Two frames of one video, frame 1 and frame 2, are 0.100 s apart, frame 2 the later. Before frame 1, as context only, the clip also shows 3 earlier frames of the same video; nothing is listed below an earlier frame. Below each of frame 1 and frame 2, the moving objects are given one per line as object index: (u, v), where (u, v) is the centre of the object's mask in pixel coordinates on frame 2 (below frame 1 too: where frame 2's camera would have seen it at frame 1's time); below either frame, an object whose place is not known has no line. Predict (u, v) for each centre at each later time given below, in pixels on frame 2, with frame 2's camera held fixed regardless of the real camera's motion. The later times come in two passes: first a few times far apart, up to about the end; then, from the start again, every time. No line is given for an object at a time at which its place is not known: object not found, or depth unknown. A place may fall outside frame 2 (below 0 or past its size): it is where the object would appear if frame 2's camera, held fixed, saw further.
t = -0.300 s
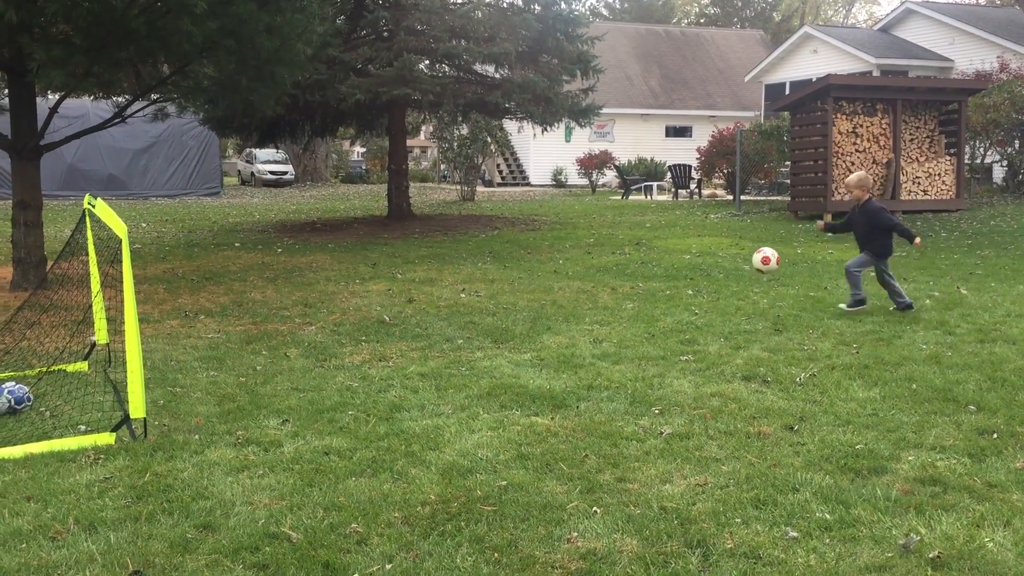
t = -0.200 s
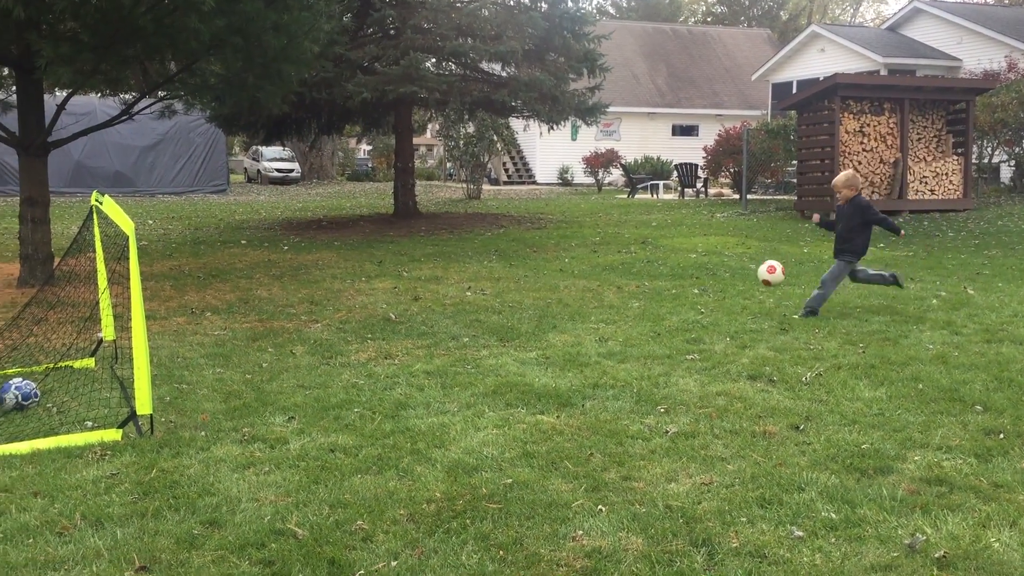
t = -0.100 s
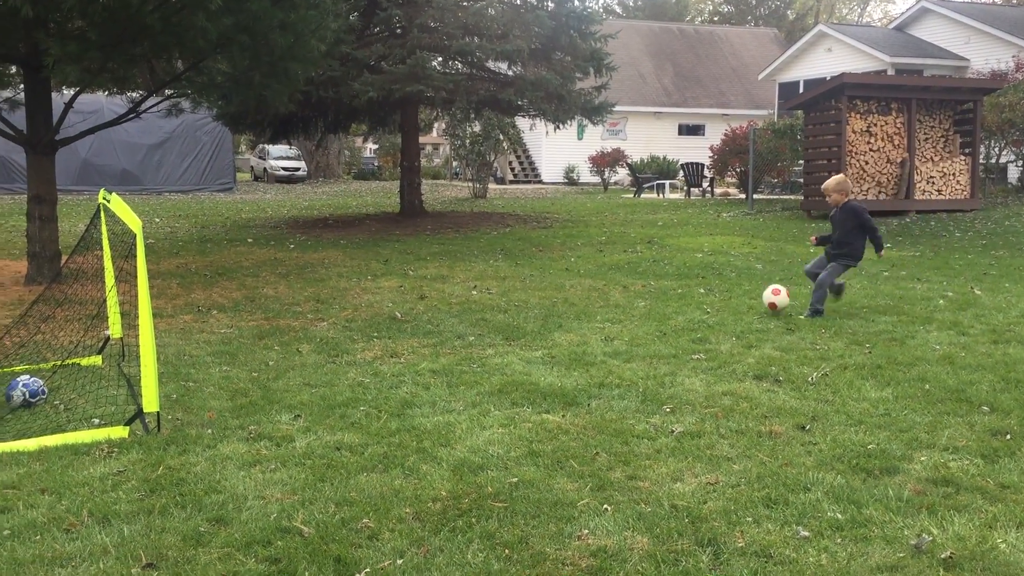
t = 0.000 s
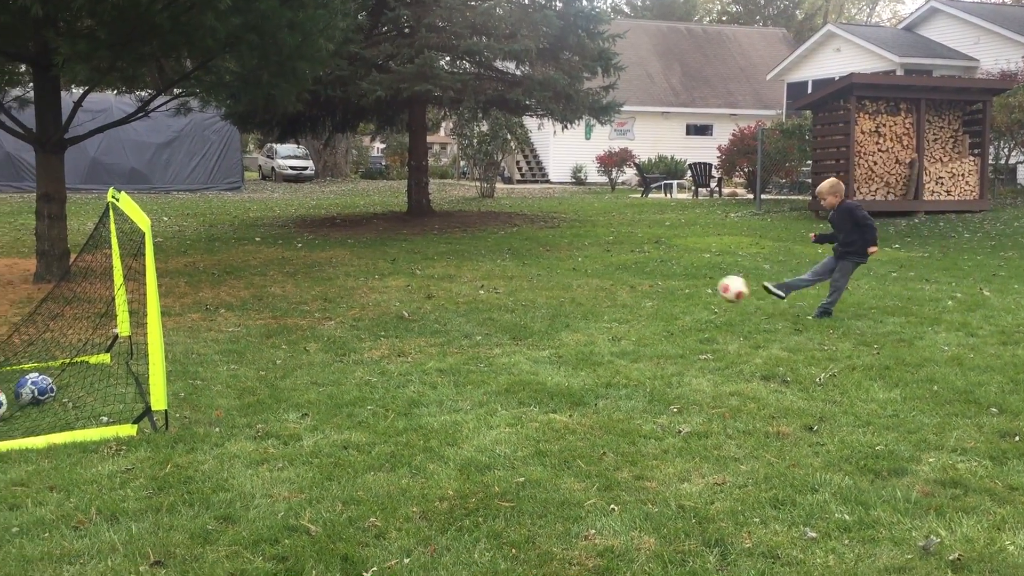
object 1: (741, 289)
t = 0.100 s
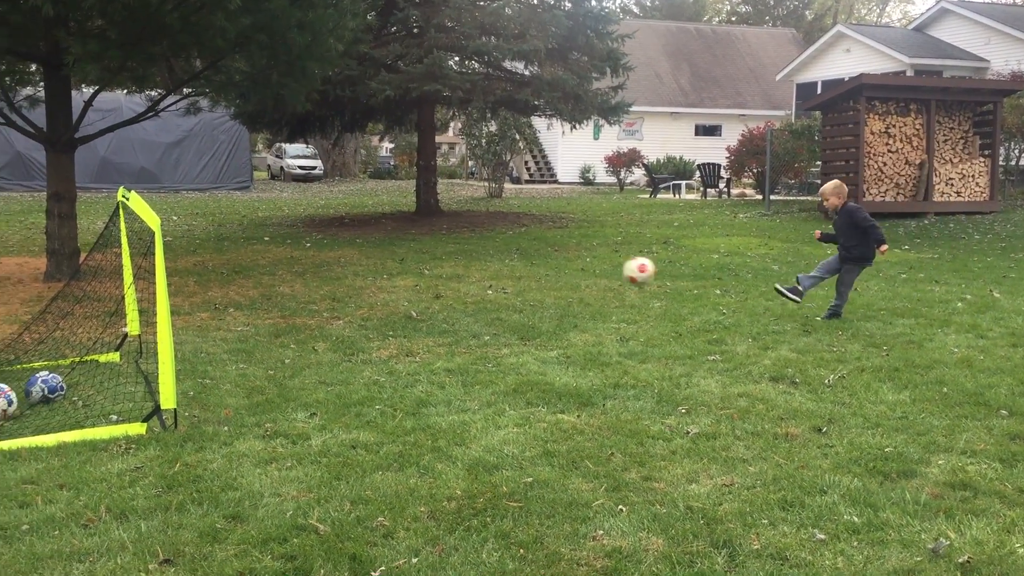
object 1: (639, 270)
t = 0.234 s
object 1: (482, 263)
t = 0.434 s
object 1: (188, 304)
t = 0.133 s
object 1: (603, 266)
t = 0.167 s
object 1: (563, 264)
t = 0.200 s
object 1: (524, 263)
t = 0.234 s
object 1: (482, 263)
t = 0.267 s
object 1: (439, 265)
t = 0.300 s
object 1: (393, 269)
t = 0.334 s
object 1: (346, 275)
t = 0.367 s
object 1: (296, 282)
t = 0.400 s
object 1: (241, 292)
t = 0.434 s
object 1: (188, 304)
